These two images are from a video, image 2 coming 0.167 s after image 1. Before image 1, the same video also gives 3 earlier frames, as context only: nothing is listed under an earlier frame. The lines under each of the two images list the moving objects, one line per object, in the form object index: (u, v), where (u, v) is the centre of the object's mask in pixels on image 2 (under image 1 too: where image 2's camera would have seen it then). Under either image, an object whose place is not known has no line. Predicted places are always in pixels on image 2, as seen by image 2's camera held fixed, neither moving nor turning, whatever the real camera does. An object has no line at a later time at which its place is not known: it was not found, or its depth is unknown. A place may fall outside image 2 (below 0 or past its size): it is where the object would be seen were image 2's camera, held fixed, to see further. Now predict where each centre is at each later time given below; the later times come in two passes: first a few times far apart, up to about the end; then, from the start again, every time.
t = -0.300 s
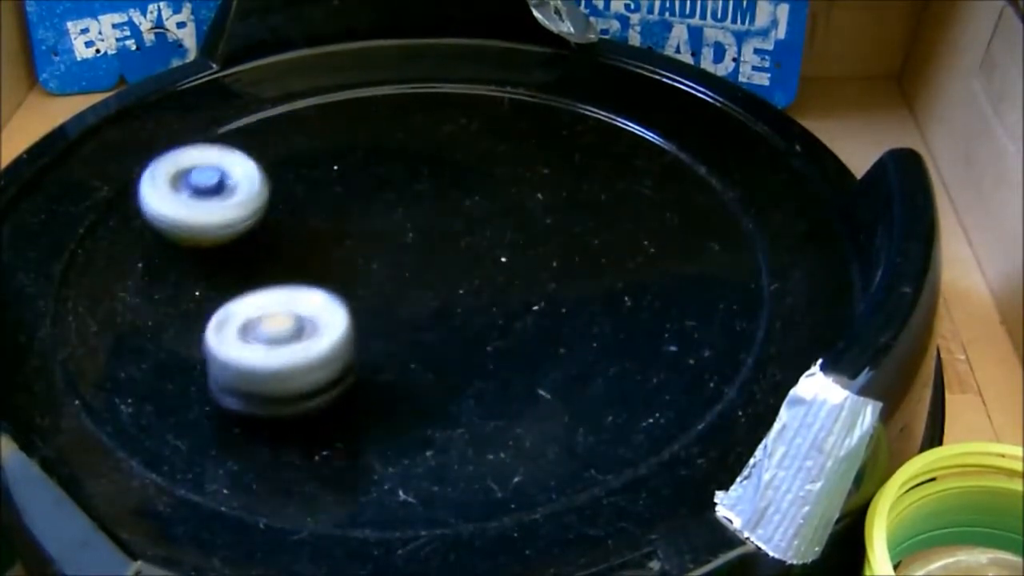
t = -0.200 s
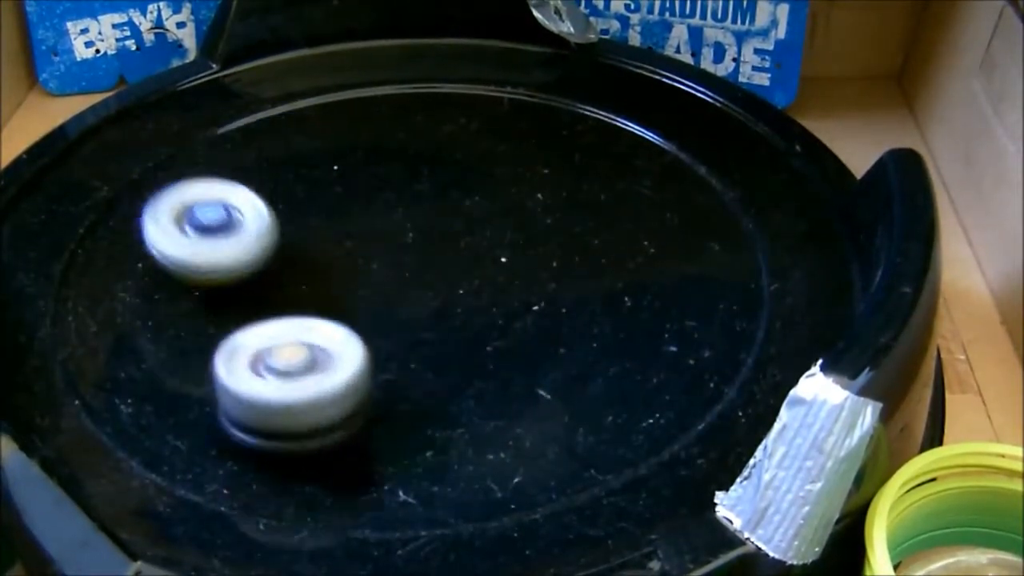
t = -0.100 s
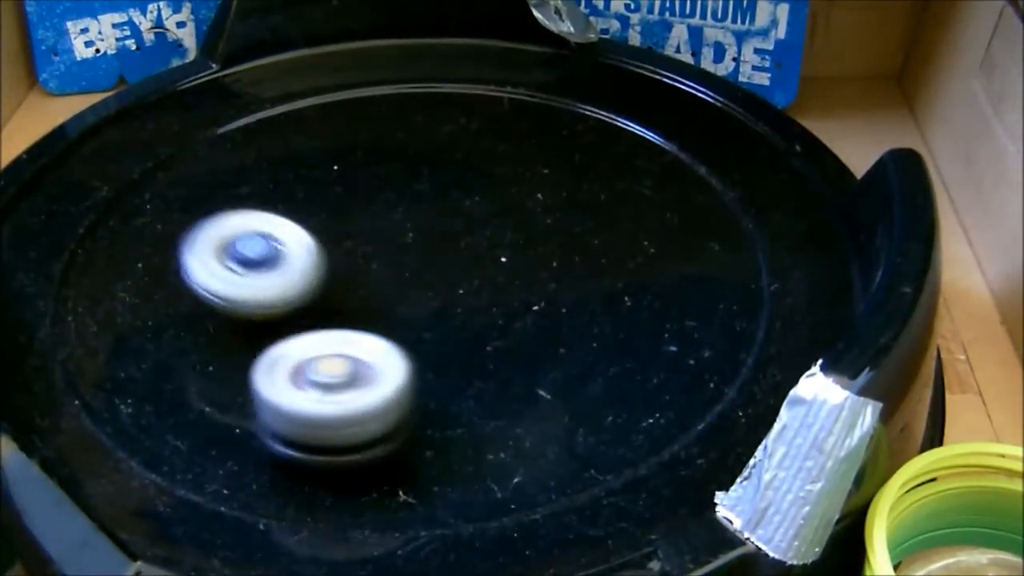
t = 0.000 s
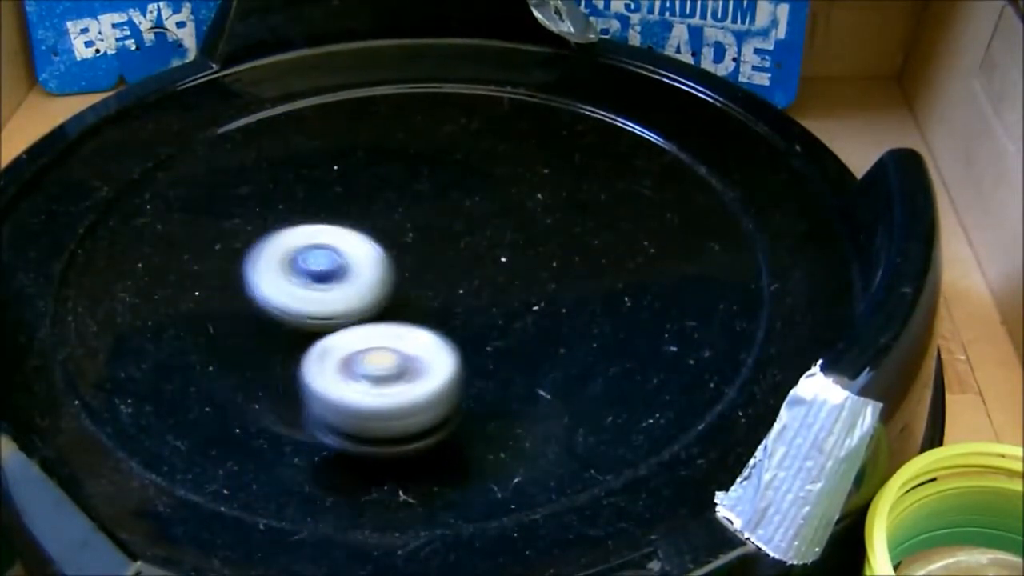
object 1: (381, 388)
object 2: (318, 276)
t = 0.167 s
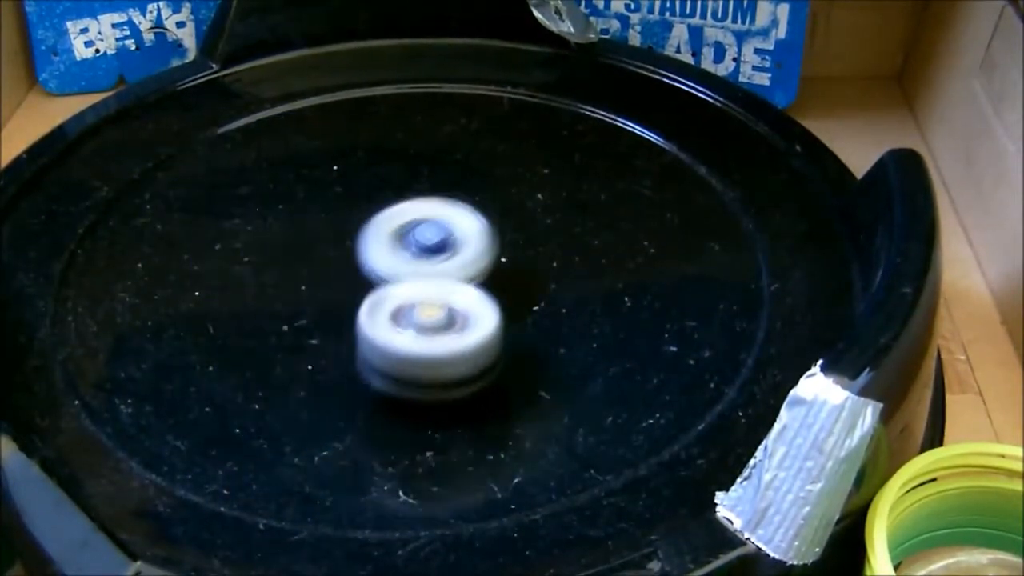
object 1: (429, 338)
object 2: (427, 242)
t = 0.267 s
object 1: (413, 304)
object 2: (462, 208)
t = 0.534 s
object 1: (302, 253)
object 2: (415, 151)
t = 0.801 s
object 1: (247, 272)
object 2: (373, 215)
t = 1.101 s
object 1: (345, 267)
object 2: (523, 246)
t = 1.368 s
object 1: (382, 204)
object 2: (543, 196)
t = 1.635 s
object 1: (245, 178)
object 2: (568, 245)
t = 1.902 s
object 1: (305, 298)
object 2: (606, 243)
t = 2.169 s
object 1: (314, 295)
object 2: (547, 318)
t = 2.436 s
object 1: (382, 221)
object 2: (329, 308)
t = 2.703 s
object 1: (495, 258)
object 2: (323, 211)
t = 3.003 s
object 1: (366, 309)
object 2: (500, 225)
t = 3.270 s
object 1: (374, 244)
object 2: (483, 320)
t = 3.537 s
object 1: (449, 262)
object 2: (315, 296)
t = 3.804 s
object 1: (455, 286)
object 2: (336, 224)
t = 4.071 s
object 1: (377, 298)
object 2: (454, 205)
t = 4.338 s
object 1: (383, 238)
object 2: (486, 302)
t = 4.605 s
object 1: (448, 243)
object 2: (335, 333)
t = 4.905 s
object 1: (414, 302)
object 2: (334, 211)
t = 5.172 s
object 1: (435, 324)
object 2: (413, 196)
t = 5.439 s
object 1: (315, 264)
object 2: (485, 265)
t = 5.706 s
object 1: (466, 159)
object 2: (389, 381)
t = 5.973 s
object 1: (444, 312)
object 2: (343, 243)
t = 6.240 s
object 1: (287, 256)
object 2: (529, 218)
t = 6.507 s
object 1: (458, 253)
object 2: (374, 333)
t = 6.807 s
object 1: (385, 286)
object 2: (368, 189)
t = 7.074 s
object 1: (380, 287)
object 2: (526, 276)
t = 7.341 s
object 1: (413, 235)
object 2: (318, 304)
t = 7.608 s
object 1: (533, 318)
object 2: (339, 212)
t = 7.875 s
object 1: (348, 217)
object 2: (479, 316)
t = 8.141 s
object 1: (406, 324)
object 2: (355, 222)
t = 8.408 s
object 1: (443, 219)
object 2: (480, 321)
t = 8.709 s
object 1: (432, 237)
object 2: (286, 240)
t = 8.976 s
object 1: (379, 335)
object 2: (445, 249)
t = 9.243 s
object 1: (462, 190)
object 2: (438, 290)
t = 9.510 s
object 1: (321, 315)
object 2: (370, 226)
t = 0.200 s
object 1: (428, 325)
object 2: (442, 231)
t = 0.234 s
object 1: (423, 313)
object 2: (454, 220)
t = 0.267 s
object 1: (413, 304)
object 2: (462, 208)
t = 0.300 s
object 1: (403, 295)
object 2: (466, 195)
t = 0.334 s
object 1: (391, 286)
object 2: (467, 182)
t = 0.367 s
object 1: (378, 278)
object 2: (463, 172)
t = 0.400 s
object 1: (363, 270)
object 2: (457, 163)
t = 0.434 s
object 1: (348, 264)
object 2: (449, 157)
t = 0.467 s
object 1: (332, 259)
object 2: (438, 153)
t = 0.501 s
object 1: (317, 255)
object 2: (427, 151)
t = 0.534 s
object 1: (302, 253)
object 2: (415, 151)
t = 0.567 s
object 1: (287, 252)
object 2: (403, 154)
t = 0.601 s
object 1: (275, 252)
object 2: (392, 158)
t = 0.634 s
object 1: (264, 253)
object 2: (382, 165)
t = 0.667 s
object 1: (256, 255)
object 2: (373, 173)
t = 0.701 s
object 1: (250, 259)
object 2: (367, 182)
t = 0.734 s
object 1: (247, 262)
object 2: (365, 192)
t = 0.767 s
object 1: (246, 267)
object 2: (367, 203)
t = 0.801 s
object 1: (247, 272)
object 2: (373, 215)
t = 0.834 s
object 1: (252, 276)
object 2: (383, 226)
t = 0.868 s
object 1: (258, 280)
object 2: (397, 235)
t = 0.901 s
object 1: (267, 283)
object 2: (413, 244)
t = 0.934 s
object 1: (279, 284)
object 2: (431, 250)
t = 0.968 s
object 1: (291, 283)
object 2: (450, 253)
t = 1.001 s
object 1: (304, 281)
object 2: (470, 254)
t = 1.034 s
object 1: (317, 278)
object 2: (489, 253)
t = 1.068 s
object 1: (331, 273)
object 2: (507, 251)
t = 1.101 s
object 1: (345, 267)
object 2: (523, 246)
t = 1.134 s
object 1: (358, 261)
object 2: (537, 239)
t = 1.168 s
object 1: (367, 253)
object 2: (547, 233)
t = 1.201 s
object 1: (375, 244)
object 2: (554, 225)
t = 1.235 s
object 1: (381, 236)
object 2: (558, 218)
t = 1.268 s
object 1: (384, 227)
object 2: (559, 211)
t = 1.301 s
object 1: (385, 218)
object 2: (557, 205)
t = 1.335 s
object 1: (384, 211)
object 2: (551, 200)
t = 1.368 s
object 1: (382, 204)
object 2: (543, 196)
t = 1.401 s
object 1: (379, 198)
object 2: (532, 194)
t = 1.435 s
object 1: (375, 193)
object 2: (519, 194)
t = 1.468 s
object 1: (370, 190)
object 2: (504, 197)
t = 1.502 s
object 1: (358, 186)
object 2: (497, 205)
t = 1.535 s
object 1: (322, 176)
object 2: (519, 218)
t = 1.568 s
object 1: (291, 171)
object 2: (540, 230)
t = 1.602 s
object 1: (265, 172)
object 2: (556, 239)
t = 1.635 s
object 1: (245, 178)
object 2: (568, 245)
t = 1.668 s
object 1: (230, 187)
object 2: (578, 249)
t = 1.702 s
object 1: (219, 199)
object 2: (587, 250)
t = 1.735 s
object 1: (213, 213)
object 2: (594, 250)
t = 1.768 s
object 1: (212, 225)
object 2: (600, 249)
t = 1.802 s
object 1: (220, 245)
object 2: (604, 249)
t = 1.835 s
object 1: (232, 260)
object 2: (606, 247)
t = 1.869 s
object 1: (251, 275)
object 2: (608, 246)
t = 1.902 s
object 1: (305, 298)
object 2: (606, 243)
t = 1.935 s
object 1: (436, 294)
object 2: (579, 247)
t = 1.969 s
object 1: (436, 271)
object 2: (591, 244)
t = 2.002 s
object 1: (416, 251)
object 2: (556, 255)
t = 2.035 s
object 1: (329, 228)
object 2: (576, 292)
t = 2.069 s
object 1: (266, 248)
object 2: (598, 301)
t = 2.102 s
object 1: (264, 288)
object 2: (594, 296)
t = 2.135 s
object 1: (318, 311)
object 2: (536, 302)
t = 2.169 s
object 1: (314, 295)
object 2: (547, 318)
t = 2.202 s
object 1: (300, 283)
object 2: (544, 315)
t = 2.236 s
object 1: (301, 276)
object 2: (482, 318)
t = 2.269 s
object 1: (313, 262)
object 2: (415, 337)
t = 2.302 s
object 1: (329, 248)
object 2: (374, 359)
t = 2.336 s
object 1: (337, 235)
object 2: (369, 373)
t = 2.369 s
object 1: (342, 227)
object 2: (385, 367)
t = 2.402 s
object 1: (355, 226)
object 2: (375, 336)
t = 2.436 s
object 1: (382, 221)
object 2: (329, 308)
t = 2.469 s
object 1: (408, 222)
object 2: (280, 295)
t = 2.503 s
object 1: (427, 217)
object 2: (257, 295)
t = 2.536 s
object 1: (436, 217)
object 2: (256, 296)
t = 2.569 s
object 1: (443, 227)
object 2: (274, 287)
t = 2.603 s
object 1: (457, 241)
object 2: (299, 265)
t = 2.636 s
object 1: (478, 252)
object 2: (315, 241)
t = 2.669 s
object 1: (496, 257)
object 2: (320, 222)
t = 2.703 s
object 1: (495, 258)
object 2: (323, 211)
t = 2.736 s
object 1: (479, 268)
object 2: (334, 206)
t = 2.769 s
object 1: (464, 285)
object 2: (355, 204)
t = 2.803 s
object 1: (458, 301)
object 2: (381, 201)
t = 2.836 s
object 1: (457, 308)
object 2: (405, 198)
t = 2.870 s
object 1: (447, 306)
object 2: (426, 194)
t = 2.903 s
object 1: (421, 303)
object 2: (448, 195)
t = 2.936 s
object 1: (393, 306)
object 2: (467, 201)
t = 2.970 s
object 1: (375, 309)
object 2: (484, 211)
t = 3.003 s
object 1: (366, 309)
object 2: (500, 225)
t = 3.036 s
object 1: (365, 302)
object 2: (515, 237)
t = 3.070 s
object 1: (364, 290)
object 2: (527, 246)
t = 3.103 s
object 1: (359, 277)
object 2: (528, 256)
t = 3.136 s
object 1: (353, 267)
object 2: (519, 272)
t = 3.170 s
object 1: (378, 243)
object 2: (477, 321)
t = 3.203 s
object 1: (349, 253)
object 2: (504, 304)
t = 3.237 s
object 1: (360, 250)
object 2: (498, 315)
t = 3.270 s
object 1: (374, 244)
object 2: (483, 320)
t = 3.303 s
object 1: (387, 236)
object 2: (454, 324)
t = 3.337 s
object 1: (397, 231)
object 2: (421, 327)
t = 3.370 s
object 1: (408, 232)
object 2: (391, 329)
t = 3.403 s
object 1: (420, 238)
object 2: (364, 329)
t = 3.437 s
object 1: (432, 245)
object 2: (345, 328)
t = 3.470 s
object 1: (441, 251)
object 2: (332, 321)
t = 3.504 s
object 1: (446, 257)
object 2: (323, 310)
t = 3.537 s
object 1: (449, 262)
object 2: (315, 296)
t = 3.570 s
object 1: (477, 261)
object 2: (282, 288)
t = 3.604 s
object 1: (480, 255)
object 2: (277, 287)
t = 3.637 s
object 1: (465, 259)
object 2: (296, 280)
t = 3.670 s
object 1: (467, 270)
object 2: (303, 260)
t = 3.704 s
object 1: (491, 273)
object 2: (290, 247)
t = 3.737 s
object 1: (487, 269)
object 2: (293, 243)
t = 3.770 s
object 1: (468, 273)
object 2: (315, 238)
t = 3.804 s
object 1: (455, 286)
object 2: (336, 224)
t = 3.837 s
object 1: (486, 304)
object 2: (317, 204)
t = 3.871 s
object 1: (498, 301)
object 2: (314, 208)
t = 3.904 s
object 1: (484, 295)
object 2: (343, 219)
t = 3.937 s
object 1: (453, 296)
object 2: (383, 218)
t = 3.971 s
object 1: (432, 307)
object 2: (419, 205)
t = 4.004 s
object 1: (416, 307)
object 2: (435, 199)
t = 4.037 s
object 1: (396, 303)
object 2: (446, 197)
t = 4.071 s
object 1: (377, 298)
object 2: (454, 205)
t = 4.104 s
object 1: (363, 292)
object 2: (467, 220)
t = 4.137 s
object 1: (357, 284)
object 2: (481, 236)
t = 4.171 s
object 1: (348, 278)
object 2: (501, 248)
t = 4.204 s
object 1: (352, 270)
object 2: (513, 256)
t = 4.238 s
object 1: (358, 259)
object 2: (517, 265)
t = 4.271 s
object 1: (365, 249)
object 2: (513, 277)
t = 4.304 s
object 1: (373, 242)
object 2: (501, 290)
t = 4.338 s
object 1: (383, 238)
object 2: (486, 302)
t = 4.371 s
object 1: (394, 235)
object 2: (469, 312)
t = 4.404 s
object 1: (408, 232)
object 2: (446, 319)
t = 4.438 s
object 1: (421, 224)
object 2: (428, 340)
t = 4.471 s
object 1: (420, 221)
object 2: (428, 345)
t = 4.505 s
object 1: (422, 228)
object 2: (416, 335)
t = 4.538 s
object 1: (432, 234)
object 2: (380, 324)
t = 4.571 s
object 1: (446, 237)
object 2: (345, 333)
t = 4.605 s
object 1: (448, 243)
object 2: (335, 333)
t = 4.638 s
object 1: (449, 253)
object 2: (330, 322)
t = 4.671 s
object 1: (451, 263)
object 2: (321, 305)
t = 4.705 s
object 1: (458, 273)
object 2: (299, 288)
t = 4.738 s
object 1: (458, 280)
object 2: (291, 274)
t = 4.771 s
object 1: (452, 285)
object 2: (299, 261)
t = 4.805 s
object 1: (441, 290)
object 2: (311, 248)
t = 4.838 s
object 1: (426, 293)
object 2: (321, 234)
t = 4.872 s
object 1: (419, 301)
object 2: (330, 218)
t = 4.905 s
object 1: (414, 302)
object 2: (334, 211)
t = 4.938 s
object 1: (407, 298)
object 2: (349, 209)
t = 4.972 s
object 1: (409, 350)
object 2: (370, 159)
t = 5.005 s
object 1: (455, 378)
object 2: (352, 131)
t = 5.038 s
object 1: (497, 361)
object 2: (329, 148)
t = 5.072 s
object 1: (498, 332)
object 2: (334, 189)
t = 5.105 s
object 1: (468, 307)
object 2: (378, 220)
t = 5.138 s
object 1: (380, 317)
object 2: (471, 219)
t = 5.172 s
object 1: (435, 324)
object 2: (413, 196)
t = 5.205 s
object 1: (418, 310)
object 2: (435, 212)
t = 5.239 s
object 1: (386, 318)
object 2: (466, 216)
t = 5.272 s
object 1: (369, 313)
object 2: (481, 225)
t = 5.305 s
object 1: (361, 303)
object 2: (484, 236)
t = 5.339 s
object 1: (343, 292)
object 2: (496, 244)
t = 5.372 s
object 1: (310, 284)
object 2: (522, 242)
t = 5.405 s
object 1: (305, 274)
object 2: (505, 251)
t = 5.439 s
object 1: (315, 264)
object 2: (485, 265)
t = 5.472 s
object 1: (333, 251)
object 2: (473, 280)
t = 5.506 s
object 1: (356, 240)
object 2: (469, 297)
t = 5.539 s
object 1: (383, 229)
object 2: (451, 319)
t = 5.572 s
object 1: (407, 222)
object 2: (446, 323)
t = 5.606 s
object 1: (429, 218)
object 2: (431, 314)
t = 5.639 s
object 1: (466, 183)
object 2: (374, 358)
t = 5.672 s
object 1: (479, 154)
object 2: (355, 389)
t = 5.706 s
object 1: (466, 159)
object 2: (389, 381)
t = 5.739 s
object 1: (454, 185)
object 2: (400, 351)
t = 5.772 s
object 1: (453, 221)
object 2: (383, 318)
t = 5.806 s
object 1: (500, 227)
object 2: (303, 323)
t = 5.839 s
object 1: (512, 240)
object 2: (286, 319)
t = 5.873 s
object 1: (505, 258)
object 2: (295, 307)
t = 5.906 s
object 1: (489, 278)
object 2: (305, 289)
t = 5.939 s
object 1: (468, 298)
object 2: (321, 266)
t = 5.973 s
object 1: (444, 312)
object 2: (343, 243)
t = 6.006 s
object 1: (417, 319)
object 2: (363, 225)
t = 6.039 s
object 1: (389, 318)
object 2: (387, 208)
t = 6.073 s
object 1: (358, 310)
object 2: (402, 199)
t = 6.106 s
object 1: (334, 297)
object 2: (413, 197)
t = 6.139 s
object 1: (323, 282)
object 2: (428, 204)
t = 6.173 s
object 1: (326, 264)
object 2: (449, 218)
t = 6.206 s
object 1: (283, 258)
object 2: (515, 213)
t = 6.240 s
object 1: (287, 256)
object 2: (529, 218)
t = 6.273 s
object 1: (307, 254)
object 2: (528, 235)
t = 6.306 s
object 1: (341, 250)
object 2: (520, 258)
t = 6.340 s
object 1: (383, 241)
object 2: (505, 279)
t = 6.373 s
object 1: (403, 229)
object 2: (505, 303)
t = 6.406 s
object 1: (418, 226)
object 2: (481, 318)
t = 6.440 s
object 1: (434, 229)
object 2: (448, 330)
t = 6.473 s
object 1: (448, 238)
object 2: (413, 335)
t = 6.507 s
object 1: (458, 253)
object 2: (374, 333)
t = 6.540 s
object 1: (480, 252)
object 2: (314, 339)
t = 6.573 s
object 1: (480, 257)
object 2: (292, 331)
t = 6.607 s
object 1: (471, 265)
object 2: (280, 315)
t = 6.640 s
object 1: (455, 273)
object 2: (276, 295)
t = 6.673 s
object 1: (434, 280)
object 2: (286, 270)
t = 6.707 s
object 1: (422, 287)
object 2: (295, 242)
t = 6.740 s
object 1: (409, 290)
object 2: (313, 220)
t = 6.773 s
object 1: (396, 289)
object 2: (337, 202)
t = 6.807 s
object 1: (385, 286)
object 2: (368, 189)
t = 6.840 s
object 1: (378, 279)
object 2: (399, 184)
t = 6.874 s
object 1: (374, 276)
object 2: (431, 185)
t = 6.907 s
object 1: (374, 275)
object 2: (461, 194)
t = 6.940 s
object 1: (381, 271)
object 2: (489, 209)
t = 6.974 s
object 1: (351, 285)
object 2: (531, 216)
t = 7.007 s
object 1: (354, 293)
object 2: (540, 231)
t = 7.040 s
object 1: (367, 294)
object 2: (538, 252)
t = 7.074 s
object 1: (380, 287)
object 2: (526, 276)
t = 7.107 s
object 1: (377, 277)
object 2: (517, 296)
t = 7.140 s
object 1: (373, 265)
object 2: (495, 312)
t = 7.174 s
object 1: (370, 254)
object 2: (457, 323)
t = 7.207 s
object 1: (373, 240)
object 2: (415, 337)
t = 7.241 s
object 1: (376, 230)
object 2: (378, 345)
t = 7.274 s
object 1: (383, 227)
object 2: (349, 340)
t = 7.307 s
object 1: (396, 229)
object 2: (332, 325)
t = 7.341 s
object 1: (413, 235)
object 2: (318, 304)
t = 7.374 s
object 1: (502, 195)
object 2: (241, 312)
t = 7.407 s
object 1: (519, 184)
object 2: (253, 297)
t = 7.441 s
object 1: (519, 190)
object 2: (281, 278)
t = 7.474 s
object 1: (508, 211)
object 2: (321, 256)
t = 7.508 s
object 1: (510, 247)
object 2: (332, 230)
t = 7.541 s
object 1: (577, 281)
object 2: (276, 197)
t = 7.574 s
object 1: (571, 300)
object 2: (300, 202)
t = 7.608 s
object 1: (533, 318)
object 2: (339, 212)
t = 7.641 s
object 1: (471, 329)
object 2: (383, 225)
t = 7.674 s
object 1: (401, 328)
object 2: (430, 234)
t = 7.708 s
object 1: (331, 314)
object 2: (470, 246)
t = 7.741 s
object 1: (280, 293)
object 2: (500, 258)
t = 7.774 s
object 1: (260, 271)
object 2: (514, 272)
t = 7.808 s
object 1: (269, 248)
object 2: (516, 287)
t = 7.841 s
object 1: (300, 229)
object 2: (504, 303)
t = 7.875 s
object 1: (348, 217)
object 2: (479, 316)
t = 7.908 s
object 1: (406, 215)
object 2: (445, 322)
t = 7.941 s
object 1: (465, 220)
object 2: (409, 318)
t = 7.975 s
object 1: (510, 236)
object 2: (375, 307)
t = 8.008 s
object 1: (537, 254)
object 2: (349, 291)
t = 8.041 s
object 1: (538, 279)
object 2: (334, 275)
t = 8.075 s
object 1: (512, 305)
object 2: (333, 257)
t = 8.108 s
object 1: (465, 322)
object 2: (341, 238)
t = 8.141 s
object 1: (406, 324)
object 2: (355, 222)
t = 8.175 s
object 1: (348, 311)
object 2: (375, 212)
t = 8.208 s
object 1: (306, 288)
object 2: (399, 210)
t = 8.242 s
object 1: (286, 263)
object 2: (422, 217)
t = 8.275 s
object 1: (292, 240)
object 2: (440, 232)
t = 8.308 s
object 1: (319, 223)
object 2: (455, 251)
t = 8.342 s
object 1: (361, 214)
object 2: (467, 271)
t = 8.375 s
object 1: (405, 212)
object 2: (477, 298)
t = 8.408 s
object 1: (443, 219)
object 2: (480, 321)
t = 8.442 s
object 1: (470, 233)
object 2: (469, 330)
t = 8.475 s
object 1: (490, 239)
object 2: (433, 357)
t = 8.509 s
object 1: (482, 250)
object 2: (403, 358)
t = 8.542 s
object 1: (456, 266)
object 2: (363, 340)
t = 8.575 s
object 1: (447, 263)
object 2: (305, 332)
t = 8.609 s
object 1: (423, 259)
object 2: (286, 307)
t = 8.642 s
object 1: (424, 251)
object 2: (261, 282)
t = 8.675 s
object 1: (425, 241)
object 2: (266, 260)
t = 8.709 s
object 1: (432, 237)
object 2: (286, 240)
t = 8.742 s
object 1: (472, 240)
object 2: (284, 220)
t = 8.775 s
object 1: (485, 246)
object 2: (322, 216)
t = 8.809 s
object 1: (488, 263)
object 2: (369, 215)
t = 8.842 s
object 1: (521, 304)
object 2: (373, 191)
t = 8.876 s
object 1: (514, 325)
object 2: (393, 205)
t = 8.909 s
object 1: (480, 336)
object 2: (417, 231)
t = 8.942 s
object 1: (431, 340)
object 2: (436, 247)
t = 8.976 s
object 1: (379, 335)
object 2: (445, 249)
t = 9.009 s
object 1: (321, 318)
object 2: (448, 252)
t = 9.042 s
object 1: (284, 290)
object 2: (440, 258)
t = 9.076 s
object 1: (275, 266)
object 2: (428, 263)
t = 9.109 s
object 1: (282, 240)
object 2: (426, 269)
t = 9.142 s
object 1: (298, 216)
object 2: (447, 277)
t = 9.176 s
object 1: (341, 205)
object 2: (449, 279)
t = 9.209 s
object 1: (402, 194)
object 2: (444, 284)
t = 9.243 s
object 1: (462, 190)
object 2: (438, 290)
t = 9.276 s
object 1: (504, 206)
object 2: (429, 289)
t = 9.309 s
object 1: (529, 229)
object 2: (398, 295)
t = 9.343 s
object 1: (532, 259)
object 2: (380, 292)
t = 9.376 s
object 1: (513, 299)
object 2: (360, 283)
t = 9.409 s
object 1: (478, 332)
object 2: (338, 266)
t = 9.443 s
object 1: (426, 345)
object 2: (335, 250)
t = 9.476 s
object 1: (371, 338)
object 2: (346, 237)
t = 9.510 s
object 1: (321, 315)
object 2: (370, 226)
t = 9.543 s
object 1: (298, 299)
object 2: (405, 217)
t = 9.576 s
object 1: (305, 274)
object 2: (433, 219)
